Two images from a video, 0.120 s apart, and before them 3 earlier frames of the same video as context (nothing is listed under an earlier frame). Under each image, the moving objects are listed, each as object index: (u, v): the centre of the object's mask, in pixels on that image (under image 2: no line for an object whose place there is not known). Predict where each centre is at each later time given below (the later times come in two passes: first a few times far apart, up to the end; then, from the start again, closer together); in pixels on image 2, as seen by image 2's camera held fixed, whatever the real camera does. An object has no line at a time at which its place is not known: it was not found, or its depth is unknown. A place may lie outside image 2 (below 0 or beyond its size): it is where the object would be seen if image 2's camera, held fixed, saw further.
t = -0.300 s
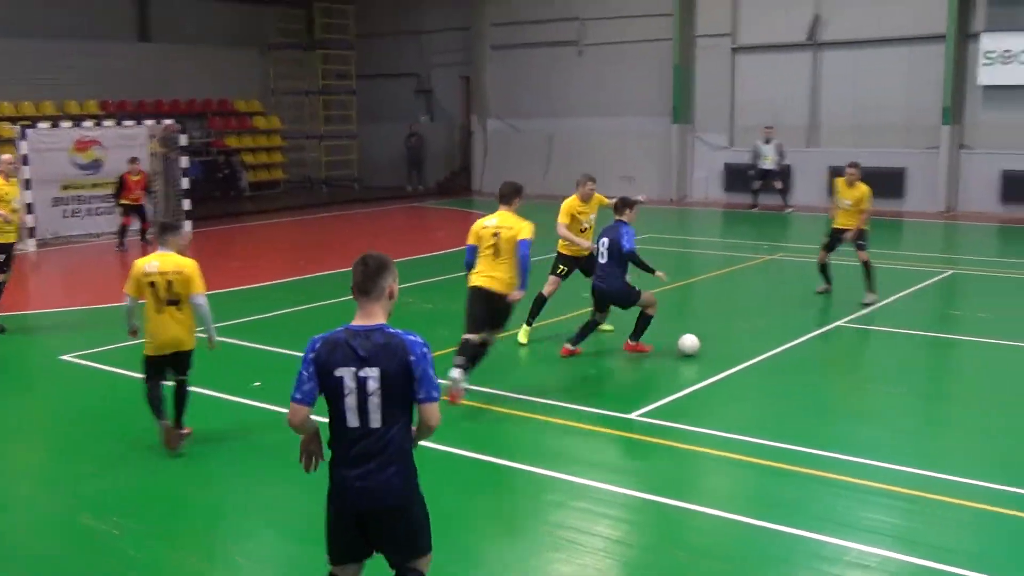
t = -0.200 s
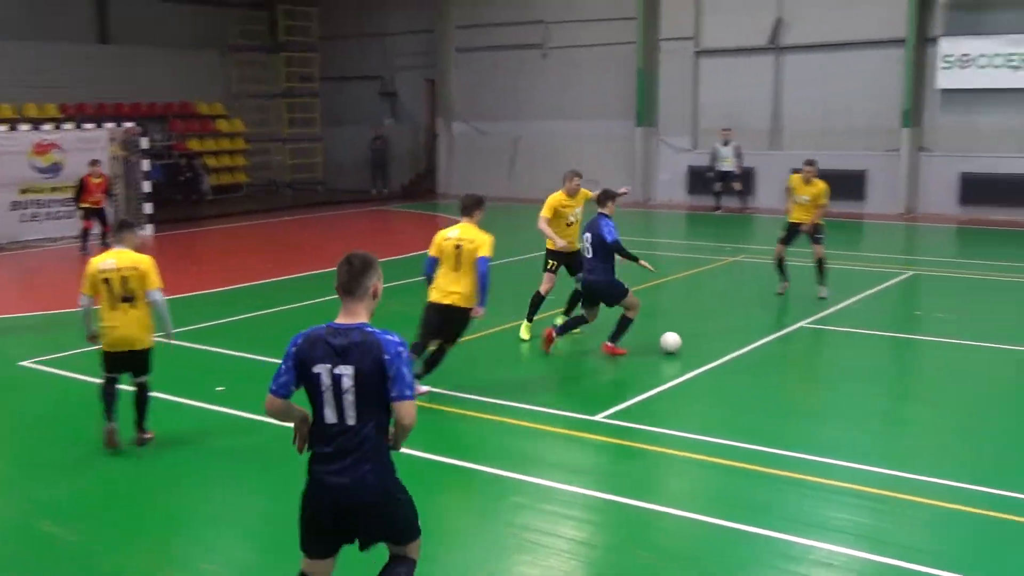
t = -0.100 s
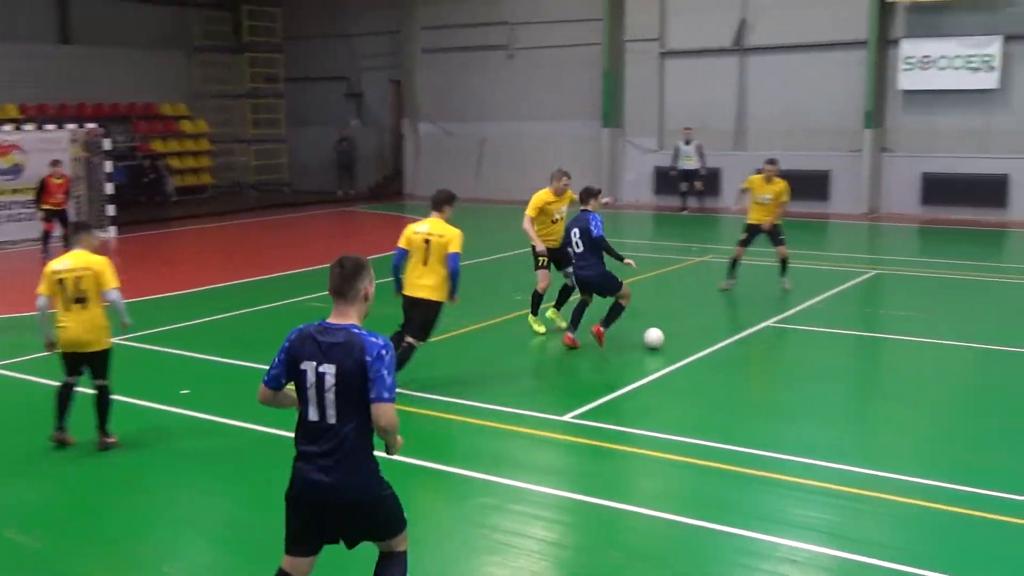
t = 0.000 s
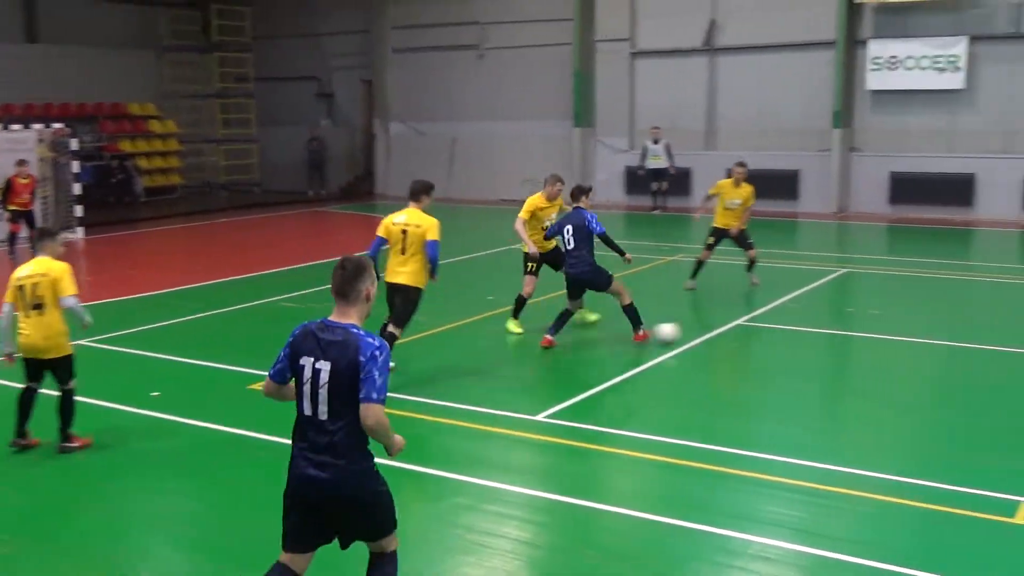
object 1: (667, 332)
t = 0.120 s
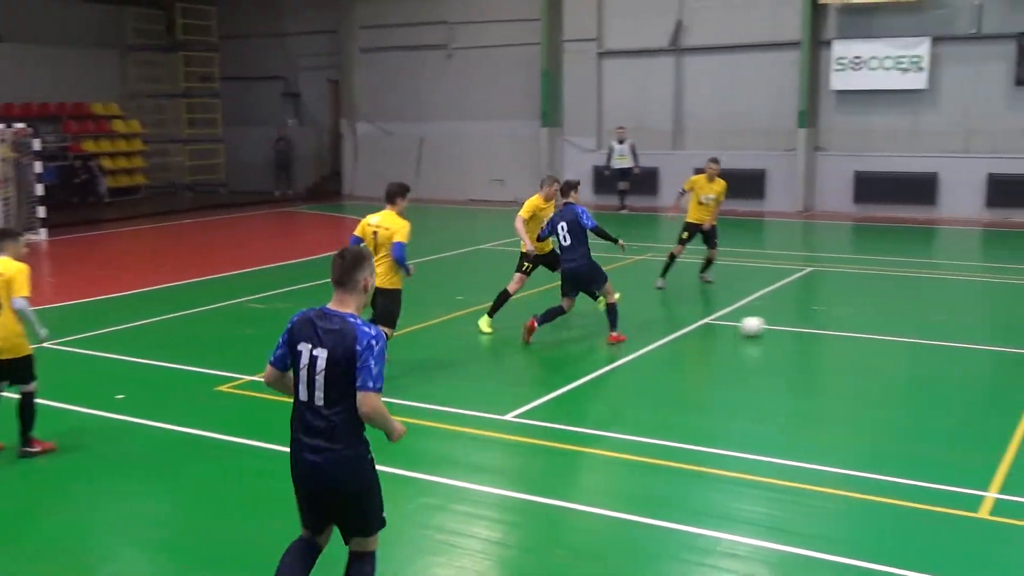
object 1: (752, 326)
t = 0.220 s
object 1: (841, 322)
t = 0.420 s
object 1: (995, 318)
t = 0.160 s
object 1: (789, 325)
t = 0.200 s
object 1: (824, 323)
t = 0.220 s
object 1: (841, 322)
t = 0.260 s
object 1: (874, 322)
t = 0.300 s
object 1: (906, 320)
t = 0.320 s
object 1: (921, 320)
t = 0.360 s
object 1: (952, 319)
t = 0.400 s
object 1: (981, 318)
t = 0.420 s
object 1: (995, 318)
